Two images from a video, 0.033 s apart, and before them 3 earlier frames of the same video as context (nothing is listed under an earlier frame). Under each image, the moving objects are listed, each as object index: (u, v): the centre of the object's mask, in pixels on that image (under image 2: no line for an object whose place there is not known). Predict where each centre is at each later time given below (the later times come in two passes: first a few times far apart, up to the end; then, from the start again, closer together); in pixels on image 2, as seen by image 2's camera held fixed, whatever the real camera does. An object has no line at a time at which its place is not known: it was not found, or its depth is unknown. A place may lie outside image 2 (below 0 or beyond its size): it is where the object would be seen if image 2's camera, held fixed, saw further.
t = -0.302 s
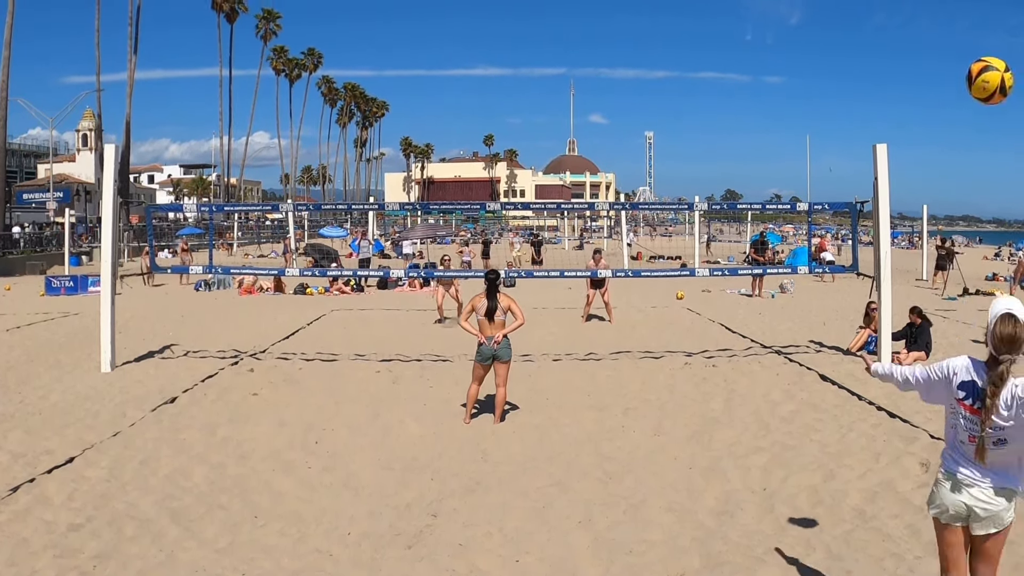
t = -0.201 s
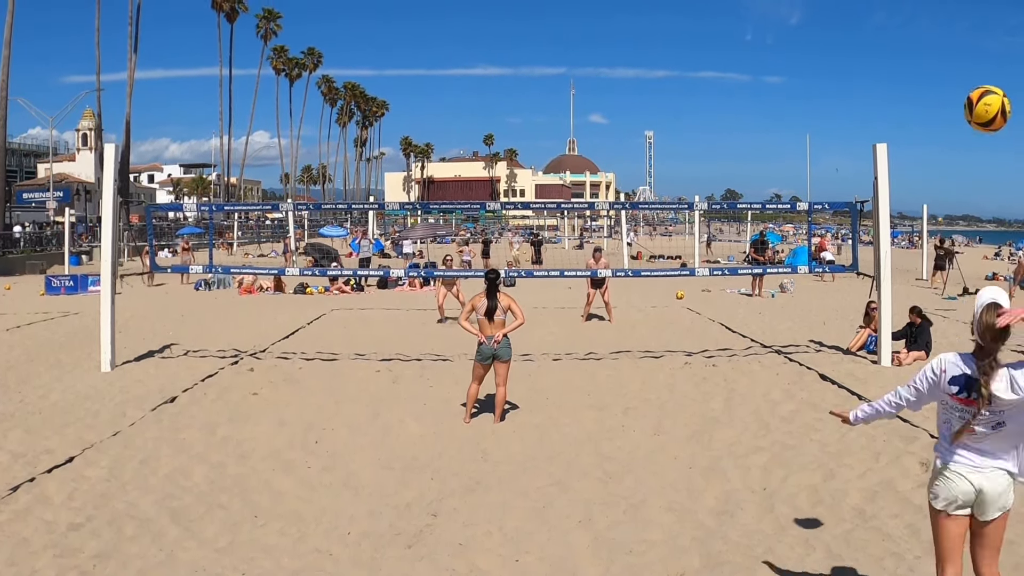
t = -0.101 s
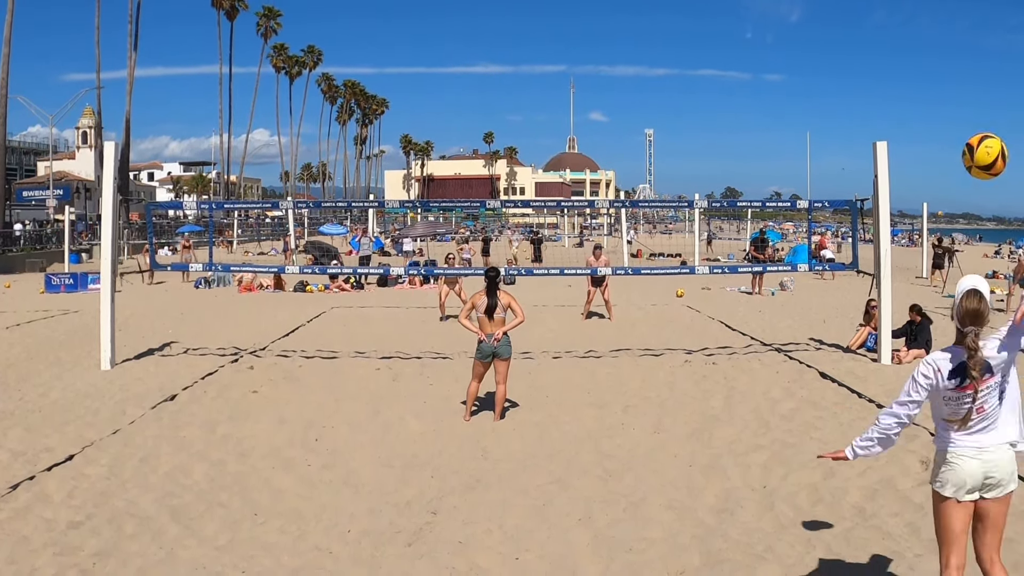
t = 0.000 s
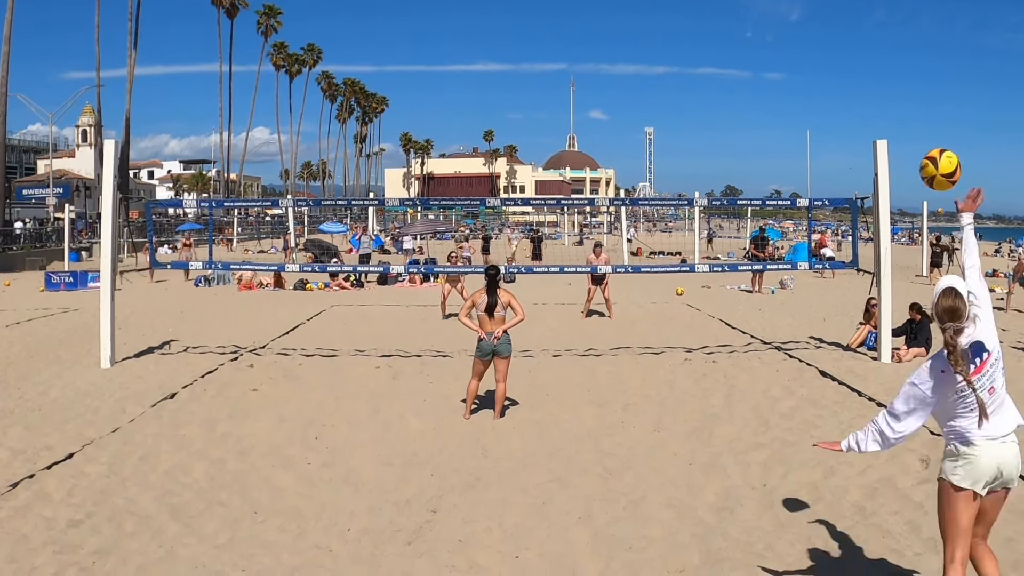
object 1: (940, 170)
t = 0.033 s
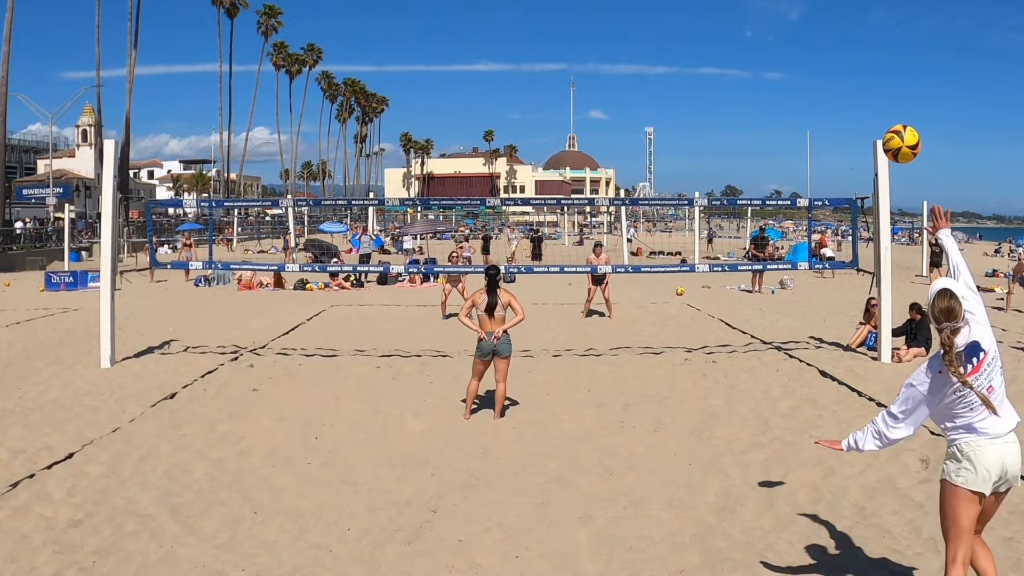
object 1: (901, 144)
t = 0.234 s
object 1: (755, 80)
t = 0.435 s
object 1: (681, 85)
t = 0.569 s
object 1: (651, 106)
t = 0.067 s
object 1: (868, 124)
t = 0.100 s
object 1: (839, 109)
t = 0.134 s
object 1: (814, 98)
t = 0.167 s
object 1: (792, 90)
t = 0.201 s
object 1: (772, 84)
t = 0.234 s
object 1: (755, 80)
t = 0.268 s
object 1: (739, 78)
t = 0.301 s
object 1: (725, 77)
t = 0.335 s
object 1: (712, 78)
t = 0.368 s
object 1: (701, 79)
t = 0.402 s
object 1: (690, 82)
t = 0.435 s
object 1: (681, 85)
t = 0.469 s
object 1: (673, 89)
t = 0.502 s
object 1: (665, 95)
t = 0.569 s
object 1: (651, 106)
